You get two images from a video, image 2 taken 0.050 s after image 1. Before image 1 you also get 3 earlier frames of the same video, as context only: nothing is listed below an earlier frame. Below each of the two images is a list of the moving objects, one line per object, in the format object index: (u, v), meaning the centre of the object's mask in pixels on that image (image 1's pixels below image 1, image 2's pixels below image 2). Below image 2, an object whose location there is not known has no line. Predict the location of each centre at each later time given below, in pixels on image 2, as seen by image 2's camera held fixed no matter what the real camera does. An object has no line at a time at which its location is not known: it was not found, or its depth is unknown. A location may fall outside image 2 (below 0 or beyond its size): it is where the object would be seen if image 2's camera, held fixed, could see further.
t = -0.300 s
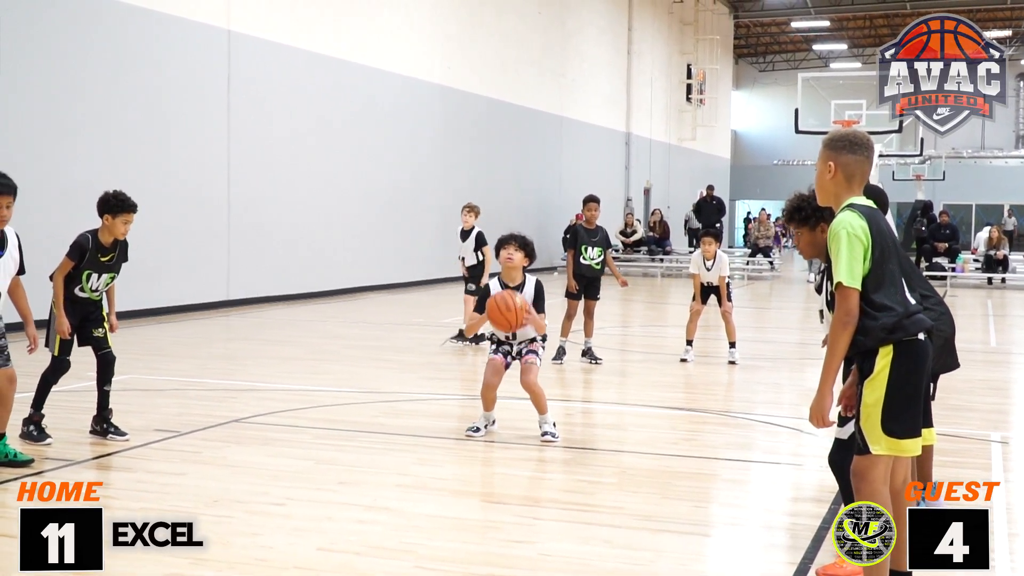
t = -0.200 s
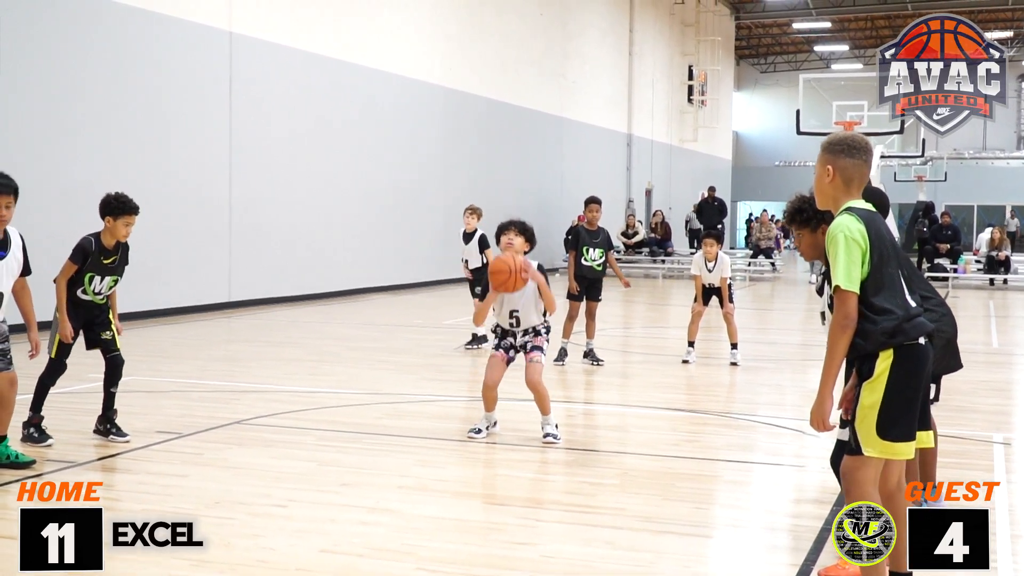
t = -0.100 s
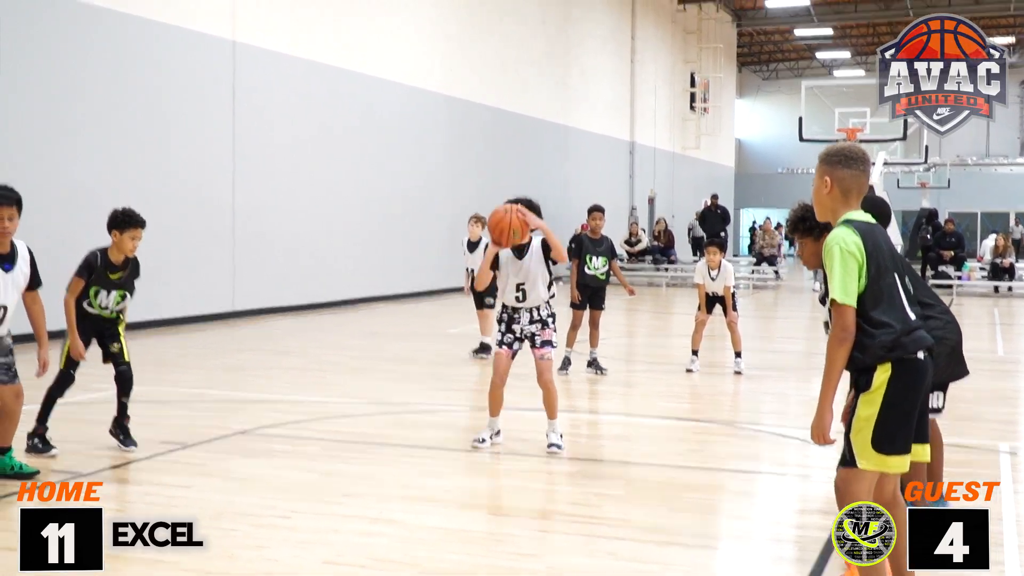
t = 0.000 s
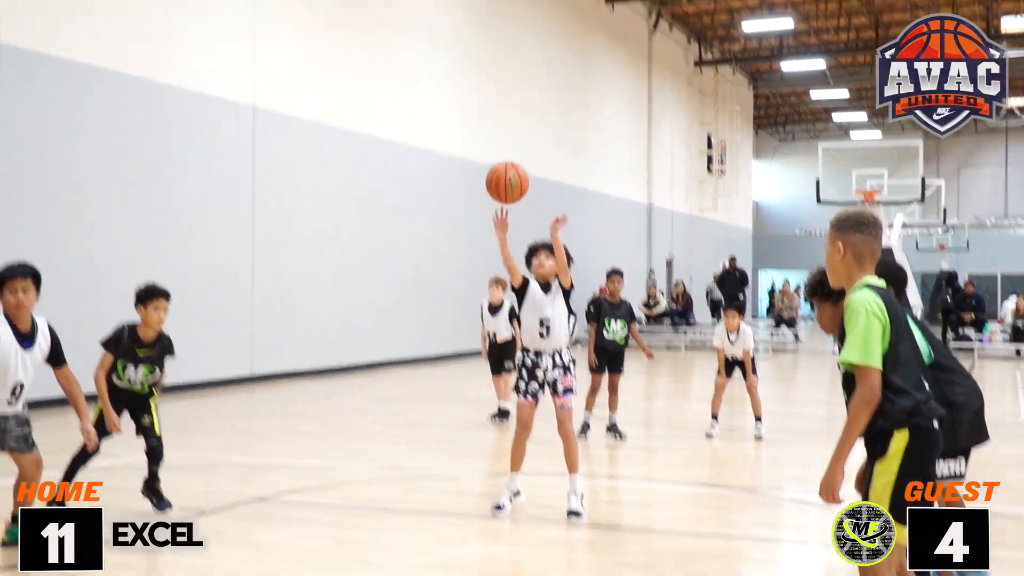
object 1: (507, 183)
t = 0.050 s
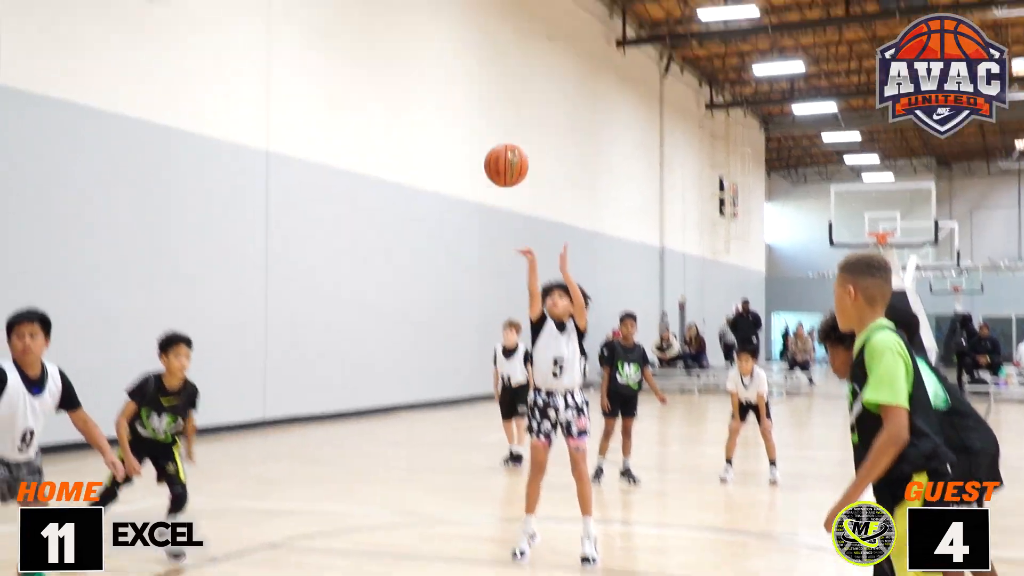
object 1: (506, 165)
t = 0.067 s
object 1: (502, 146)
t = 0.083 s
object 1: (497, 126)
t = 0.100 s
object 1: (492, 107)
